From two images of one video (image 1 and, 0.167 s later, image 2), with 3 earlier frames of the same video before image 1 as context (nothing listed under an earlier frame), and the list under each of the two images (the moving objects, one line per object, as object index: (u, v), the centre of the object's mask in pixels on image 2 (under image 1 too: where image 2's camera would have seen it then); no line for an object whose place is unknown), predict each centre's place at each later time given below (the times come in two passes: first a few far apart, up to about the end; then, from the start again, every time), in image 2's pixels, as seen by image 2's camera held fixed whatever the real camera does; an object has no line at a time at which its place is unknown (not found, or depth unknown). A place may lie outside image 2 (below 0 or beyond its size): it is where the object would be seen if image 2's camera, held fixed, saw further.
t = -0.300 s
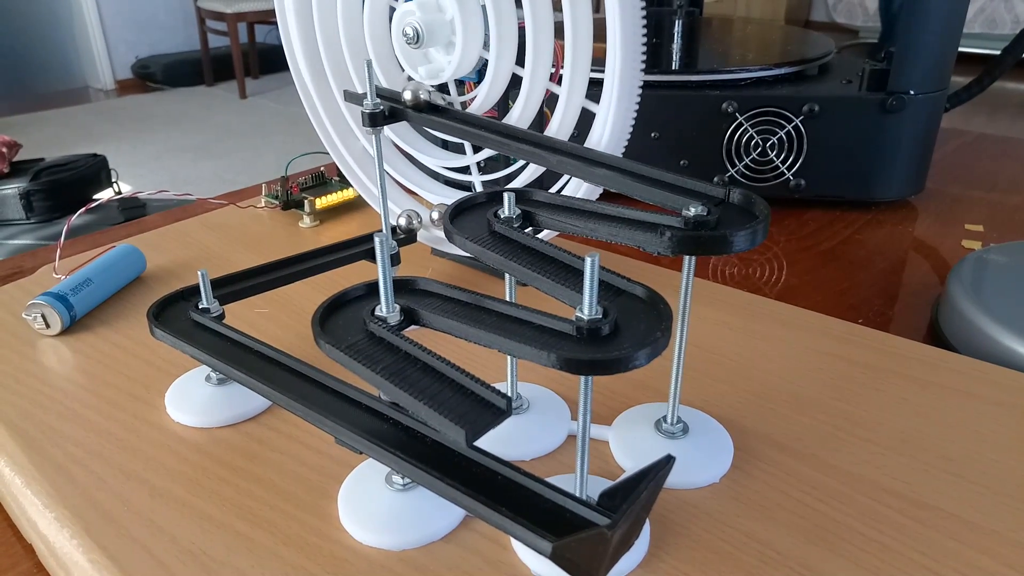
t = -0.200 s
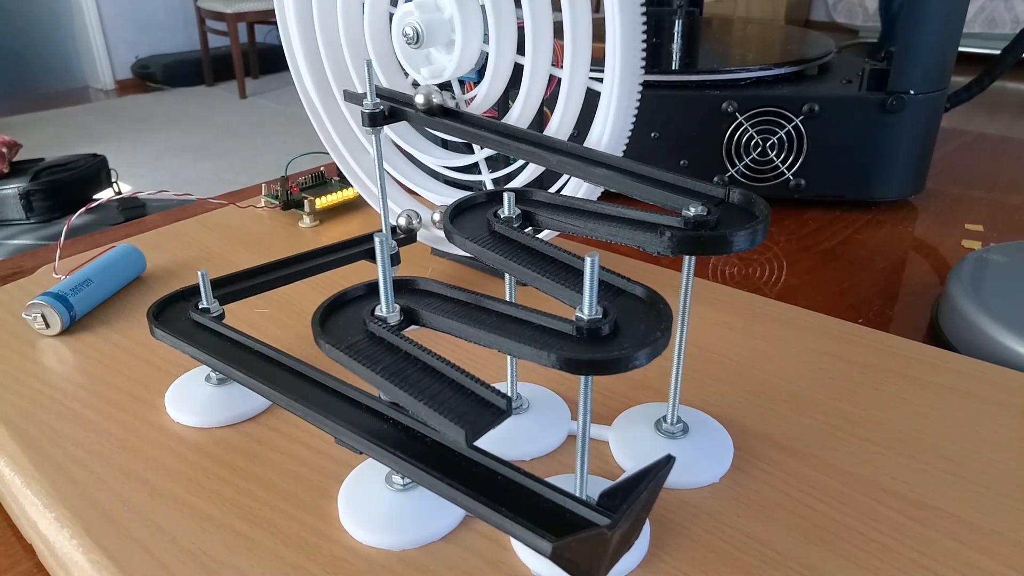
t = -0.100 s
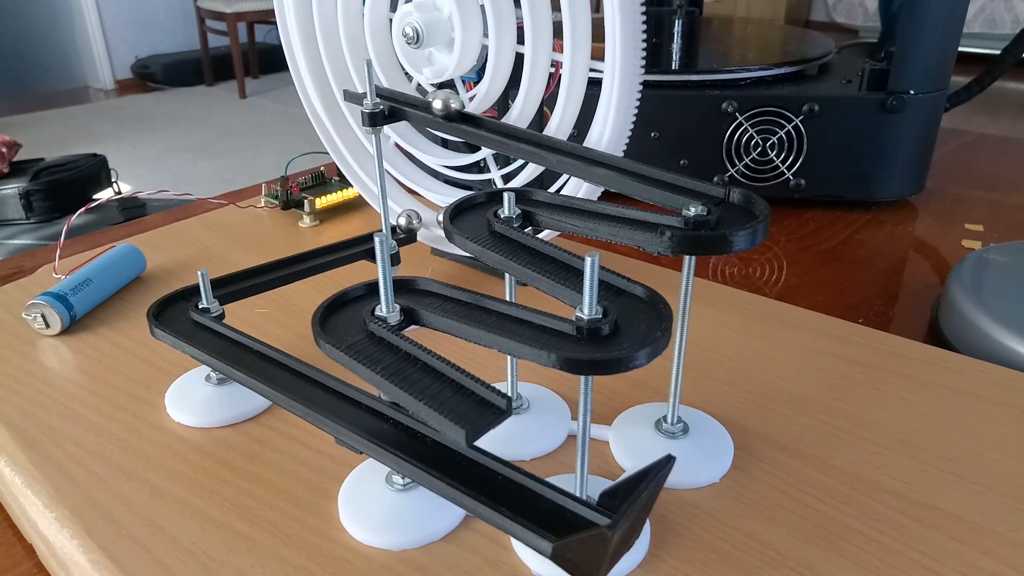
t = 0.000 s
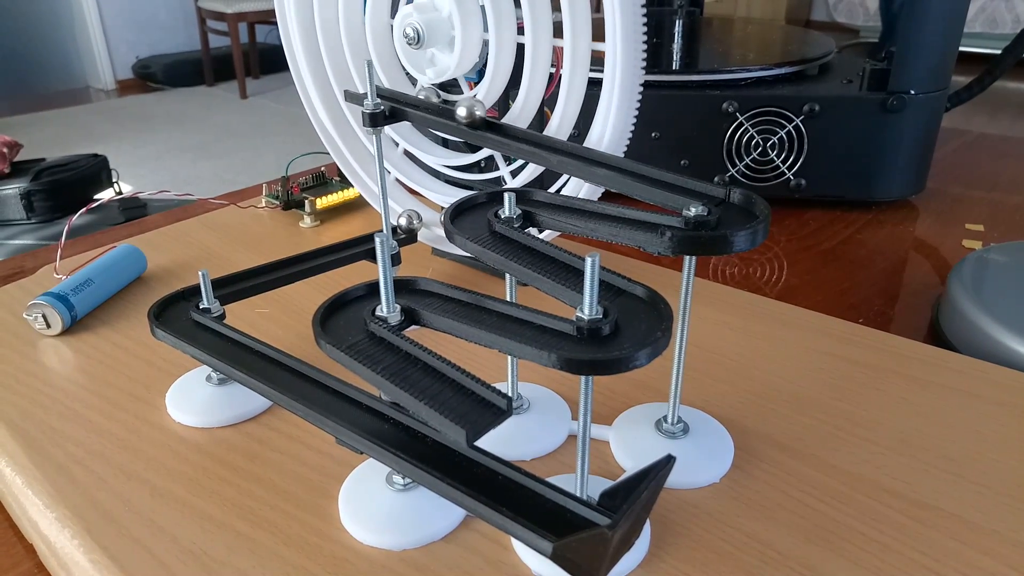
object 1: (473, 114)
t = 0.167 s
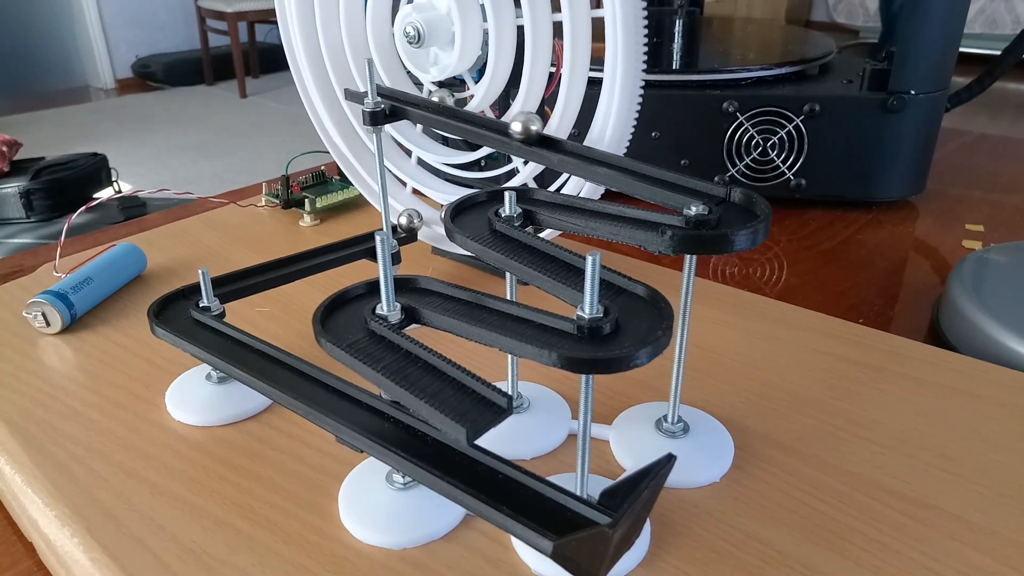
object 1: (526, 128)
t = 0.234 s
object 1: (554, 136)
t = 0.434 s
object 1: (671, 170)
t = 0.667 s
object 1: (697, 212)
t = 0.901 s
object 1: (574, 197)
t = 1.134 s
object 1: (466, 209)
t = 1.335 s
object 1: (558, 252)
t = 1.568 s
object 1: (586, 328)
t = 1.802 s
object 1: (452, 289)
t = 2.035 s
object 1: (343, 315)
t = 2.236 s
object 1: (436, 369)
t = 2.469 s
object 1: (589, 511)
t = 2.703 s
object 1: (588, 510)
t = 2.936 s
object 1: (565, 507)
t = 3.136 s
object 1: (530, 490)
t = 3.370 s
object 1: (477, 463)
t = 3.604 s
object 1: (411, 431)
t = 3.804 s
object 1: (352, 399)
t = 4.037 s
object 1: (279, 361)
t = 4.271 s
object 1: (210, 327)
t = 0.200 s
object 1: (540, 132)
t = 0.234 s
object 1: (554, 136)
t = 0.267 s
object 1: (571, 141)
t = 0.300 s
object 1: (586, 145)
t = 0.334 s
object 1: (605, 151)
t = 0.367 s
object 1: (627, 158)
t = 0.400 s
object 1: (648, 163)
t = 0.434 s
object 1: (671, 170)
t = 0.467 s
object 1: (697, 177)
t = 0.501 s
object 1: (721, 183)
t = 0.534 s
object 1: (739, 193)
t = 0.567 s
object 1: (744, 202)
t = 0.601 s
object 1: (735, 208)
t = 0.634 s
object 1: (717, 212)
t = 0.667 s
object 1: (697, 212)
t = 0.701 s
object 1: (678, 211)
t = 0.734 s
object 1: (662, 209)
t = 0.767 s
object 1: (644, 208)
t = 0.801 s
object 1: (626, 205)
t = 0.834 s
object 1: (610, 202)
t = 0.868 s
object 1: (593, 199)
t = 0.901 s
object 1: (574, 197)
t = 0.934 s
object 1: (553, 191)
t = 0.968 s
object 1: (536, 189)
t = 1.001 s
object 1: (520, 184)
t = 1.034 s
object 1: (495, 185)
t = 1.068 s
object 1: (480, 191)
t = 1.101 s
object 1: (468, 199)
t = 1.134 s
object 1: (466, 209)
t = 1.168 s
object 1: (474, 215)
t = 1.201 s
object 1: (488, 220)
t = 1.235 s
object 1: (504, 227)
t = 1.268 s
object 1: (521, 234)
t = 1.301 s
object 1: (538, 243)
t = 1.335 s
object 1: (558, 252)
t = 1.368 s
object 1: (577, 258)
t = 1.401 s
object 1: (613, 272)
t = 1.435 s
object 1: (631, 286)
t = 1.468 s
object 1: (648, 299)
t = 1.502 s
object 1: (639, 315)
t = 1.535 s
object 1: (615, 326)
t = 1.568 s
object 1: (586, 328)
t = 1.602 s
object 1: (561, 323)
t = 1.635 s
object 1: (542, 317)
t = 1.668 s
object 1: (523, 311)
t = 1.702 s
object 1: (505, 306)
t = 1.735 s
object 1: (487, 301)
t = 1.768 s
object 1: (468, 294)
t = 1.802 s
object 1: (452, 289)
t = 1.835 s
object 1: (433, 283)
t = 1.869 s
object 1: (412, 277)
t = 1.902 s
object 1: (399, 273)
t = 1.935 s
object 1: (359, 281)
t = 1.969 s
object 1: (343, 294)
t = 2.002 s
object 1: (337, 306)
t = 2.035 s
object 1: (343, 315)
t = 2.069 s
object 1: (358, 322)
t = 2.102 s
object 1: (370, 331)
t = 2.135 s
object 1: (384, 338)
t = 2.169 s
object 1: (401, 347)
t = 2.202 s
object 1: (417, 357)
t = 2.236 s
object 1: (436, 369)
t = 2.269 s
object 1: (458, 381)
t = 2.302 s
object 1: (482, 396)
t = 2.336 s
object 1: (504, 419)
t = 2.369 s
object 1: (530, 491)
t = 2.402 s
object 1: (572, 487)
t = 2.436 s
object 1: (584, 495)
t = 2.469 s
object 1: (589, 511)
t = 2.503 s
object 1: (584, 512)
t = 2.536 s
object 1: (586, 512)
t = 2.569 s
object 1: (589, 509)
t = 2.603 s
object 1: (587, 512)
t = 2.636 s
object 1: (589, 511)
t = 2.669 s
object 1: (590, 511)
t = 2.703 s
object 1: (588, 510)
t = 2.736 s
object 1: (586, 511)
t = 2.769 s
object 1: (583, 510)
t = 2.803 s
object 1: (580, 510)
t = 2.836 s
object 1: (576, 510)
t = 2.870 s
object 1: (573, 509)
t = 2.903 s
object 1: (569, 508)
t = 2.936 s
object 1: (565, 507)
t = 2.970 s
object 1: (560, 506)
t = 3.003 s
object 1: (554, 503)
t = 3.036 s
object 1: (548, 498)
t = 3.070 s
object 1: (543, 497)
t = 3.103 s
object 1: (537, 493)
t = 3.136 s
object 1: (530, 490)
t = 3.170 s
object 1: (524, 487)
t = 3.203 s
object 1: (517, 483)
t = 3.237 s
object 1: (509, 479)
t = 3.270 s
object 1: (501, 475)
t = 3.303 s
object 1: (493, 471)
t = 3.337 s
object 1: (485, 466)
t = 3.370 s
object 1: (477, 463)
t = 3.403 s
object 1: (468, 461)
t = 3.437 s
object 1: (459, 457)
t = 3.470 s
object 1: (448, 453)
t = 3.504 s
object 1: (439, 448)
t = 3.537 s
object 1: (430, 443)
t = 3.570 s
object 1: (420, 437)
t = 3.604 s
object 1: (411, 431)
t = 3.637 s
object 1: (402, 426)
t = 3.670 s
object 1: (392, 420)
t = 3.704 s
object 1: (382, 415)
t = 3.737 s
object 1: (372, 409)
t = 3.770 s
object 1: (362, 403)
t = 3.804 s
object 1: (352, 399)
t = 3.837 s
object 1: (341, 393)
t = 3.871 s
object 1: (330, 388)
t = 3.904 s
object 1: (320, 383)
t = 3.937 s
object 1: (309, 377)
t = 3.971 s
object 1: (298, 372)
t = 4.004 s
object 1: (288, 367)
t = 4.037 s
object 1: (279, 361)
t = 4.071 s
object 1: (269, 357)
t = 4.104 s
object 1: (258, 351)
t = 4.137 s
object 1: (248, 346)
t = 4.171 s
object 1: (238, 342)
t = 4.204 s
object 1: (228, 337)
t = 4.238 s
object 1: (219, 332)
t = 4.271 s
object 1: (210, 327)
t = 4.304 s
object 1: (200, 322)
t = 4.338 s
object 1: (190, 317)
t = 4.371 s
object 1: (181, 312)
